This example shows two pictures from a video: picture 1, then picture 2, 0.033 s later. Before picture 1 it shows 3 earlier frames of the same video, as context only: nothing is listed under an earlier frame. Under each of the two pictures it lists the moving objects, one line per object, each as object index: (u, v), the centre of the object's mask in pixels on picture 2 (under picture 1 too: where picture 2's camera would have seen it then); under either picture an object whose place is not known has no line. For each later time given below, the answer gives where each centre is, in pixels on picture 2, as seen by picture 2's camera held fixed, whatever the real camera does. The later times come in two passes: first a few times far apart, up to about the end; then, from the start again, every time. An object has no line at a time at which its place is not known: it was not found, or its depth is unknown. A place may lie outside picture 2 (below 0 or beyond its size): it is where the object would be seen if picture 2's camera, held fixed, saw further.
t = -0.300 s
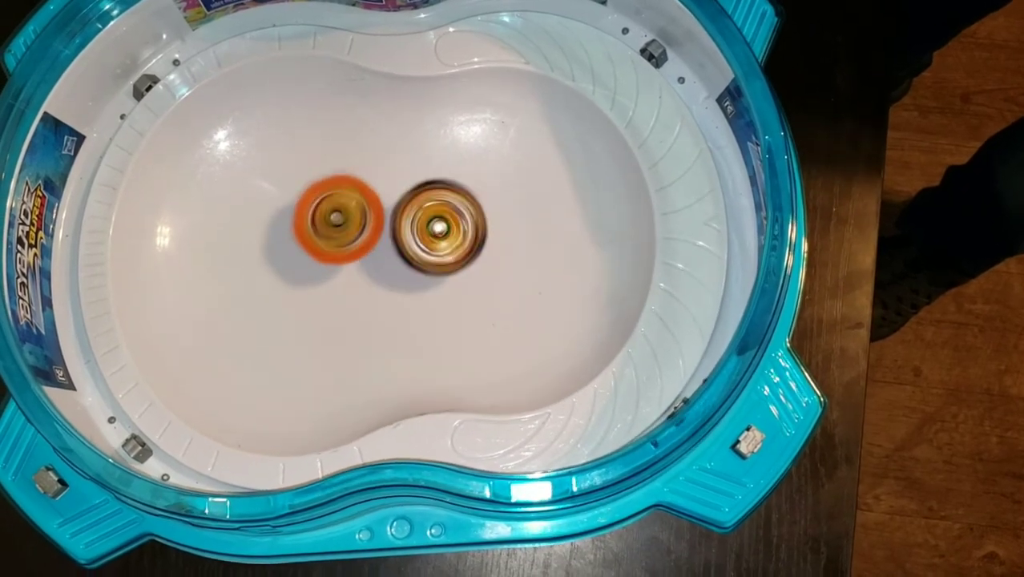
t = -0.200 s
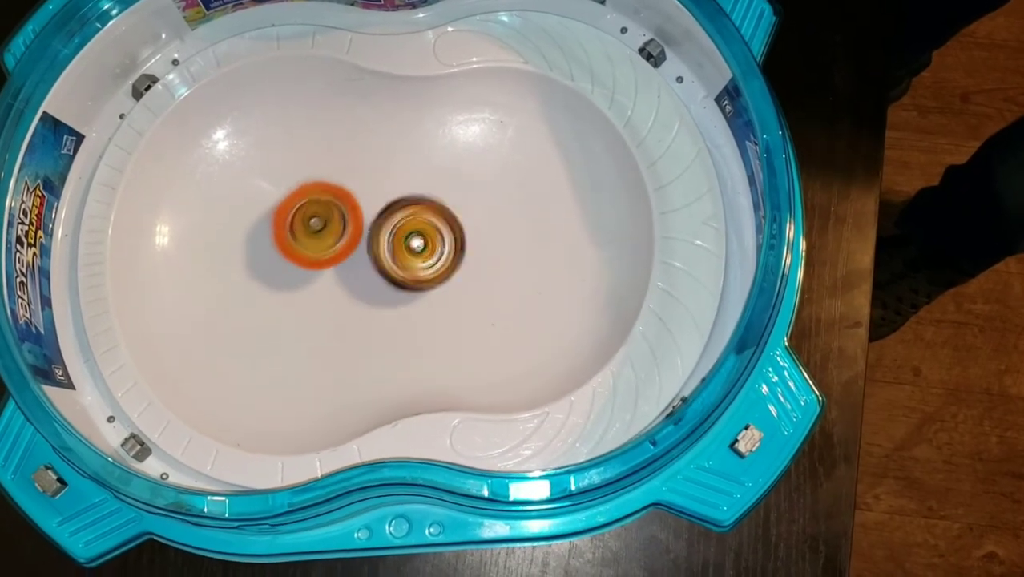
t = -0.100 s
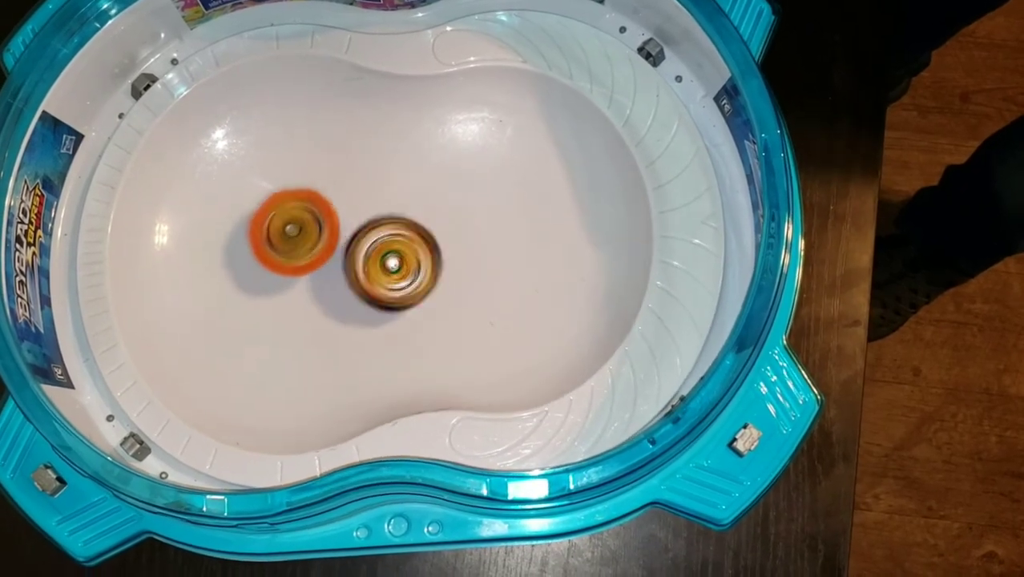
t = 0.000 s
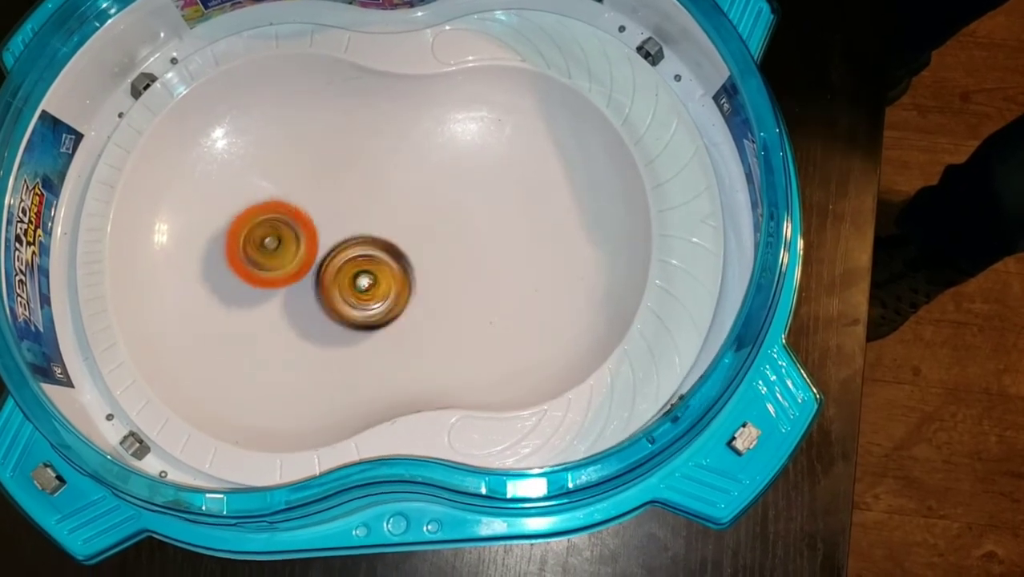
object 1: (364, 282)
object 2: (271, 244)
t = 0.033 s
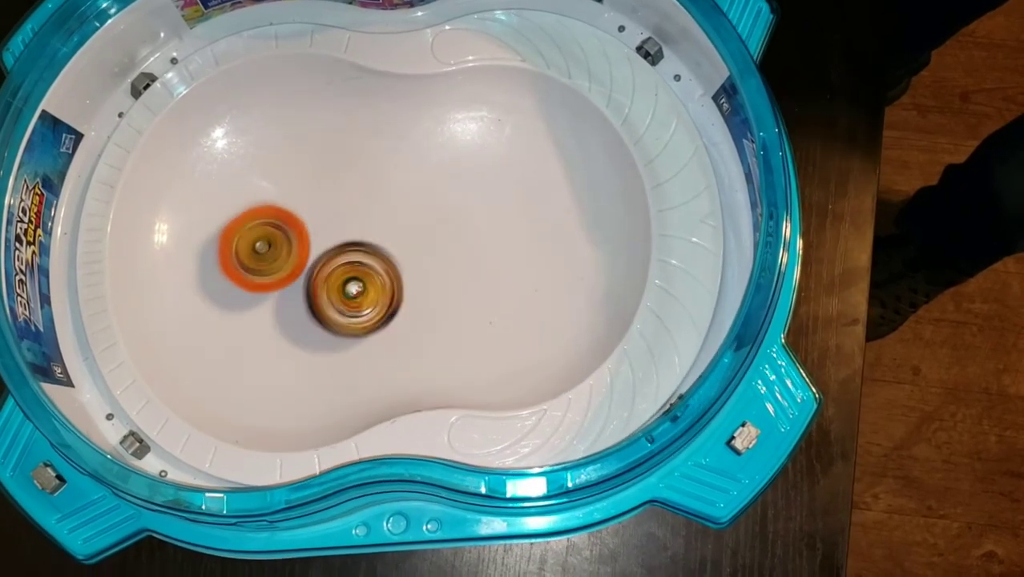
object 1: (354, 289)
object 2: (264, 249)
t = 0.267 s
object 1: (307, 320)
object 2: (221, 258)
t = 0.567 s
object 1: (296, 310)
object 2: (240, 208)
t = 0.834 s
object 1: (282, 277)
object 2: (326, 171)
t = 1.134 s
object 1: (252, 261)
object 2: (402, 259)
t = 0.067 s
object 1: (348, 296)
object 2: (256, 249)
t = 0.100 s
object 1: (343, 302)
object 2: (247, 251)
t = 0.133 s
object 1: (337, 306)
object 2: (239, 253)
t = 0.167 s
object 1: (329, 311)
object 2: (230, 254)
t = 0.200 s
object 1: (322, 315)
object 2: (226, 255)
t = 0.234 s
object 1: (314, 317)
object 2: (222, 258)
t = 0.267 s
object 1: (307, 320)
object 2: (221, 258)
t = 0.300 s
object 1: (300, 320)
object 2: (224, 261)
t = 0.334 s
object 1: (302, 323)
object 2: (220, 252)
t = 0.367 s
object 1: (306, 325)
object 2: (216, 245)
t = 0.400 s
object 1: (307, 325)
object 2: (214, 235)
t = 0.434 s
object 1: (305, 325)
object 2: (215, 230)
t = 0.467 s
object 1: (303, 324)
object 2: (217, 224)
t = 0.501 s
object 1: (302, 320)
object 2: (223, 218)
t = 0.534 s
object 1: (299, 316)
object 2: (230, 212)
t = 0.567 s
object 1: (296, 310)
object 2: (240, 208)
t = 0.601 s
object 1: (291, 302)
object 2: (250, 205)
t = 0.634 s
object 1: (287, 293)
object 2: (262, 201)
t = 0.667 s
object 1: (288, 291)
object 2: (273, 192)
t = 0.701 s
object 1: (287, 289)
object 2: (285, 184)
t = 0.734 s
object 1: (287, 287)
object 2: (298, 179)
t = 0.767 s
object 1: (285, 283)
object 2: (307, 176)
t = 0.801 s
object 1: (282, 280)
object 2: (317, 172)
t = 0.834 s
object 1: (282, 277)
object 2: (326, 171)
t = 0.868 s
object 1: (281, 271)
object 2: (335, 172)
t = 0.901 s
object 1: (280, 266)
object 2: (342, 179)
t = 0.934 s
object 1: (279, 259)
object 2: (347, 187)
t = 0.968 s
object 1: (276, 258)
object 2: (353, 197)
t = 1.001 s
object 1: (273, 258)
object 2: (363, 207)
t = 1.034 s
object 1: (266, 258)
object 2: (374, 221)
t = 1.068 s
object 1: (260, 259)
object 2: (382, 233)
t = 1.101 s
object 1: (255, 260)
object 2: (392, 245)
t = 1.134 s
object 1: (252, 261)
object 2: (402, 259)
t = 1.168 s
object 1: (249, 262)
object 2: (410, 272)
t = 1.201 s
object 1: (249, 262)
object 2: (420, 284)
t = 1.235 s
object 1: (250, 261)
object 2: (428, 295)
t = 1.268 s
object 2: (438, 304)
